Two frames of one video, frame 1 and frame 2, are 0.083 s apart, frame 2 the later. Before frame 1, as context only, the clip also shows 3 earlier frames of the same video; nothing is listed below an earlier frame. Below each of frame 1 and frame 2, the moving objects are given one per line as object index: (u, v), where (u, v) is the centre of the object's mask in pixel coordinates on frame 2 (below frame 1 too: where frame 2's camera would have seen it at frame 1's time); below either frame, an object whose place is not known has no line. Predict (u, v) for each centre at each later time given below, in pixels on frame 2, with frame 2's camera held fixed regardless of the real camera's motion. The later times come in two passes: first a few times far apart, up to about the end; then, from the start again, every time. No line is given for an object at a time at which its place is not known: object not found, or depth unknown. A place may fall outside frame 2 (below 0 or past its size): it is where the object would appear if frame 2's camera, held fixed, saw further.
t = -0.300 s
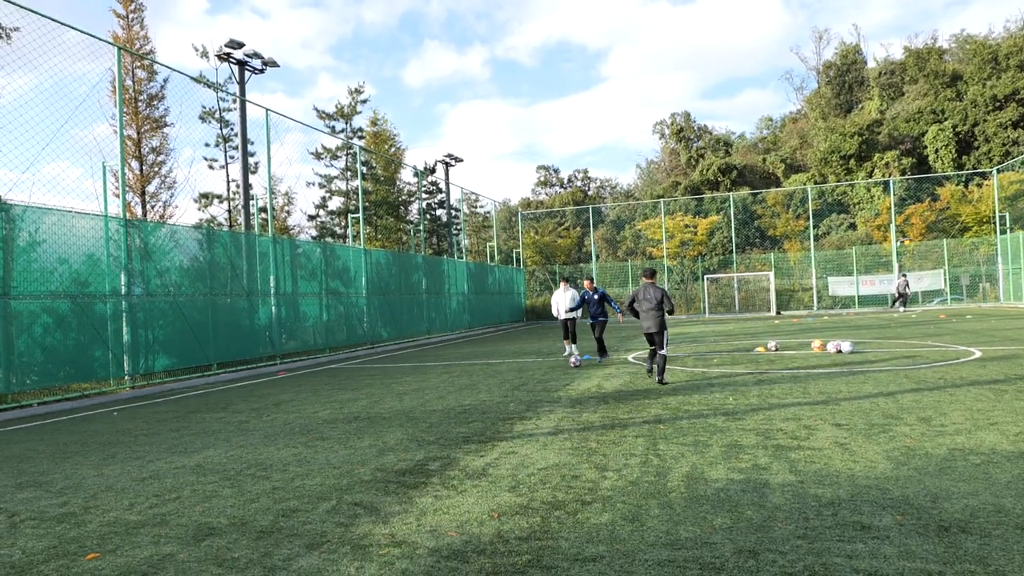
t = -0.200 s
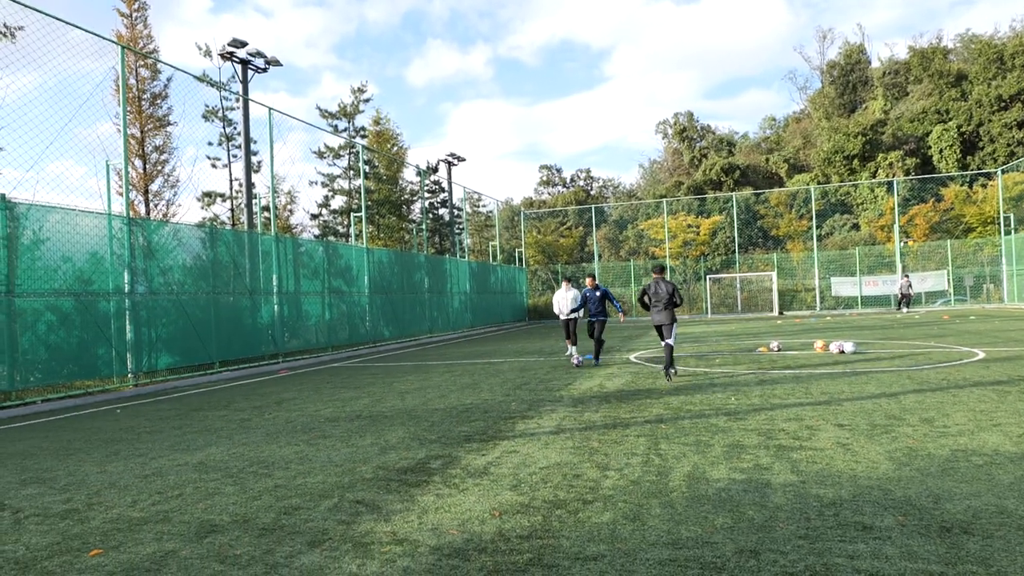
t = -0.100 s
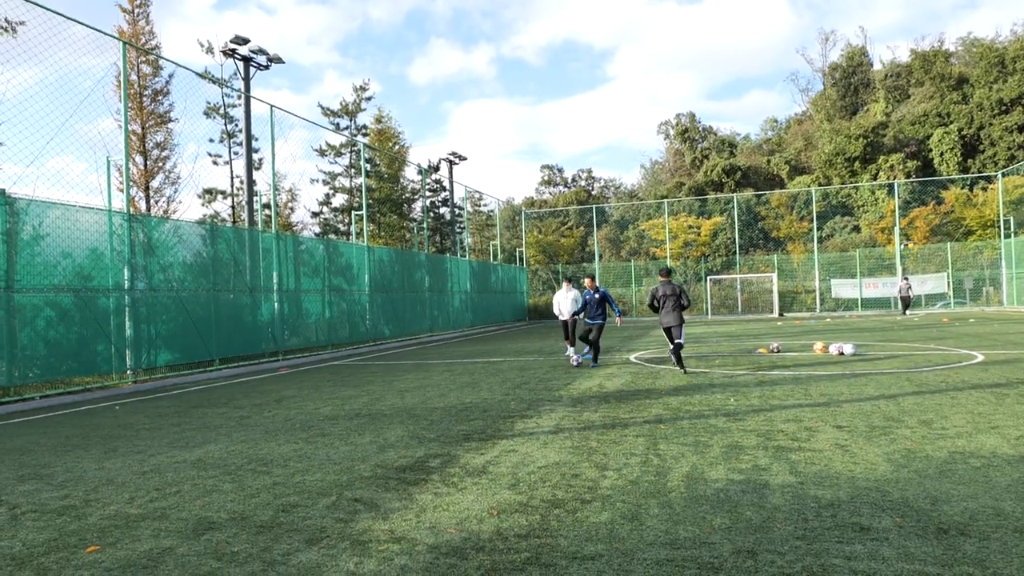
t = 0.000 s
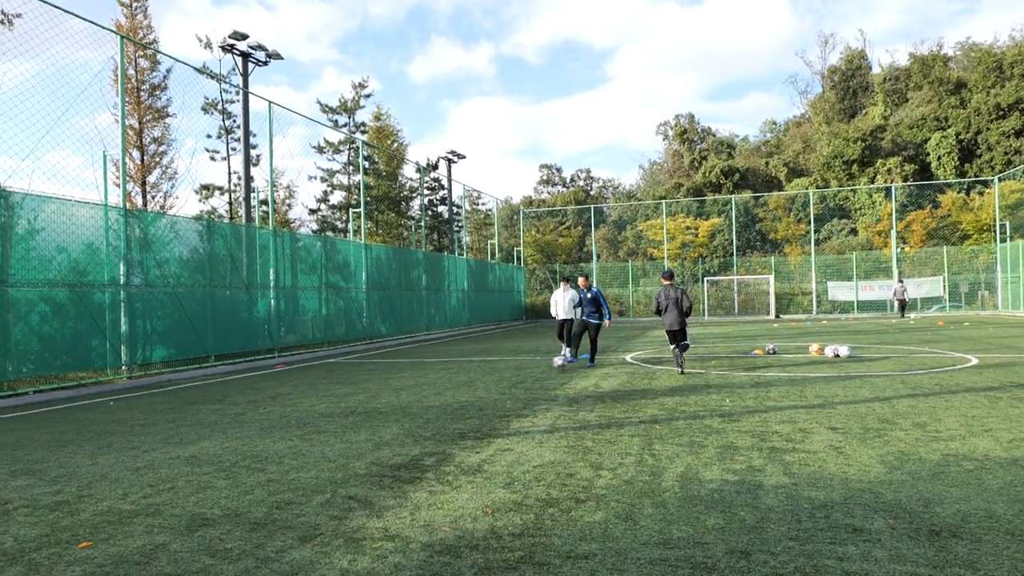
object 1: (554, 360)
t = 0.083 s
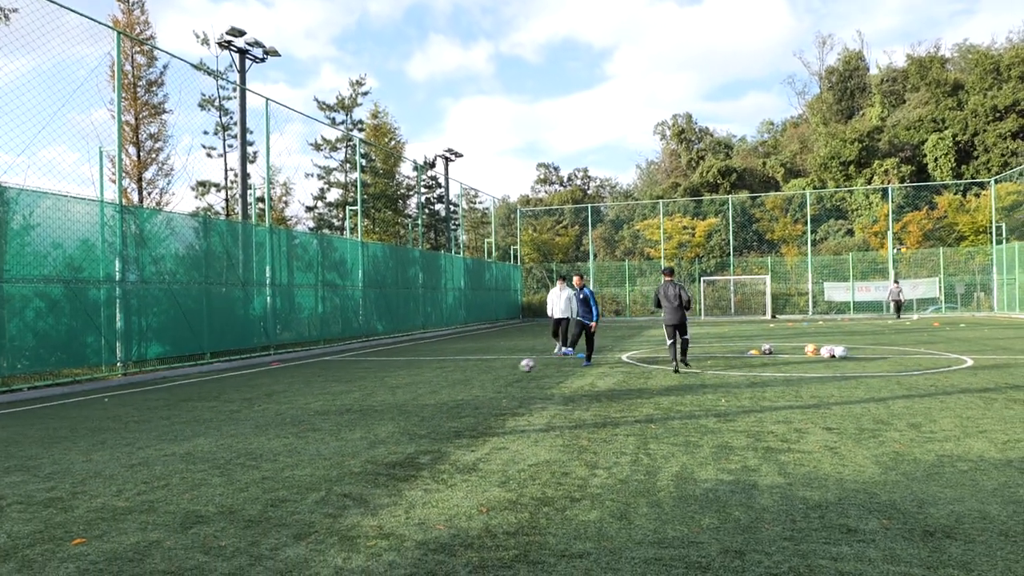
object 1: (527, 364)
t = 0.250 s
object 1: (454, 384)
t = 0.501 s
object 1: (287, 426)
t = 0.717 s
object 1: (15, 503)
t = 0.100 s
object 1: (520, 366)
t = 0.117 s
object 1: (514, 368)
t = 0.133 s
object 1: (507, 370)
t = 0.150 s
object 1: (500, 373)
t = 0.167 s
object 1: (492, 376)
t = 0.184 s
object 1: (486, 379)
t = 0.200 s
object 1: (478, 382)
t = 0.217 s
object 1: (470, 383)
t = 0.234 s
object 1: (463, 384)
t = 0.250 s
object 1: (454, 384)
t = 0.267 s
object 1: (446, 385)
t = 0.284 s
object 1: (437, 387)
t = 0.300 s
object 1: (428, 390)
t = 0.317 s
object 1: (419, 392)
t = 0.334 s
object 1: (408, 394)
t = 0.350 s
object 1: (398, 397)
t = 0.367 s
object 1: (388, 401)
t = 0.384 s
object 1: (377, 405)
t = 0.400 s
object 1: (365, 410)
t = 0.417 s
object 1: (353, 415)
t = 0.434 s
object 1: (341, 417)
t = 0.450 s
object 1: (328, 418)
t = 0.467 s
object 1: (315, 420)
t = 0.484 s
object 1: (302, 423)
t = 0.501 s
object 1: (287, 426)
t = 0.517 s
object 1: (272, 429)
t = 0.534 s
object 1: (256, 433)
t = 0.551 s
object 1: (239, 439)
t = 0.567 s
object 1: (221, 443)
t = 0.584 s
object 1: (203, 450)
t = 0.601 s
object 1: (183, 458)
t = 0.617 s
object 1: (161, 466)
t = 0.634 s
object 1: (141, 474)
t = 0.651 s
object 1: (118, 480)
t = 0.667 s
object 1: (93, 484)
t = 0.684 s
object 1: (69, 490)
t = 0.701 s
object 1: (43, 495)
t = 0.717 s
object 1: (15, 503)
